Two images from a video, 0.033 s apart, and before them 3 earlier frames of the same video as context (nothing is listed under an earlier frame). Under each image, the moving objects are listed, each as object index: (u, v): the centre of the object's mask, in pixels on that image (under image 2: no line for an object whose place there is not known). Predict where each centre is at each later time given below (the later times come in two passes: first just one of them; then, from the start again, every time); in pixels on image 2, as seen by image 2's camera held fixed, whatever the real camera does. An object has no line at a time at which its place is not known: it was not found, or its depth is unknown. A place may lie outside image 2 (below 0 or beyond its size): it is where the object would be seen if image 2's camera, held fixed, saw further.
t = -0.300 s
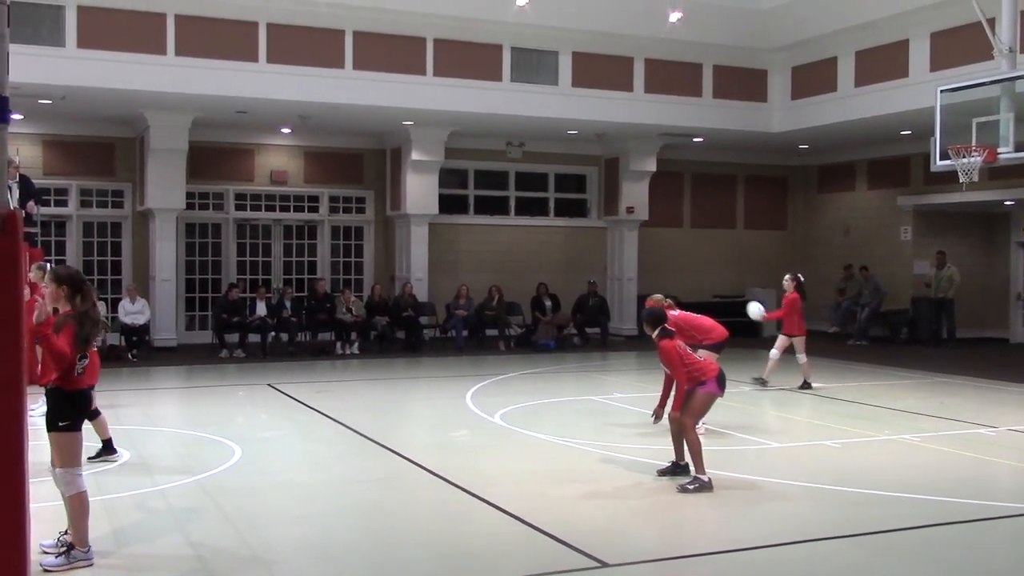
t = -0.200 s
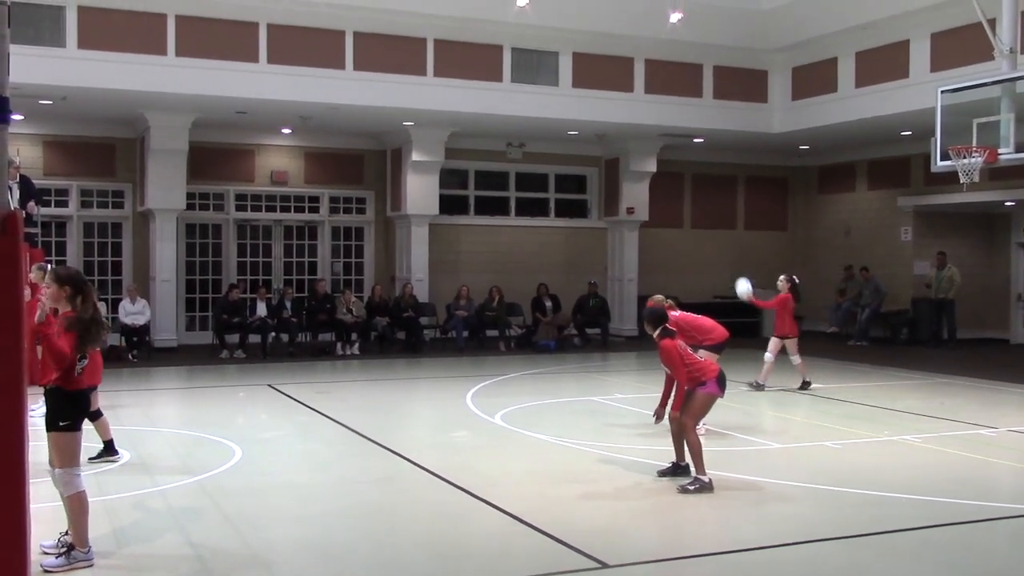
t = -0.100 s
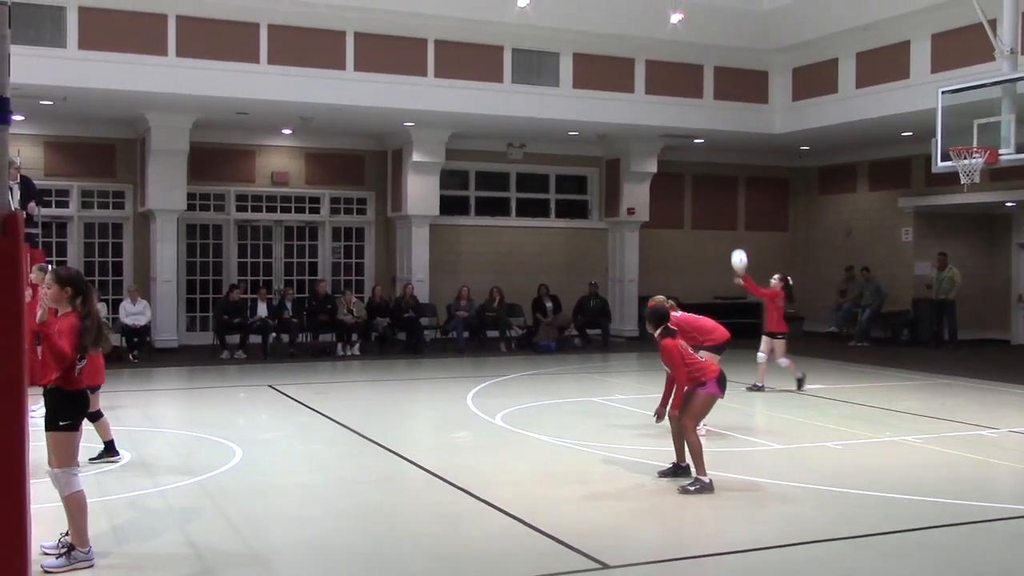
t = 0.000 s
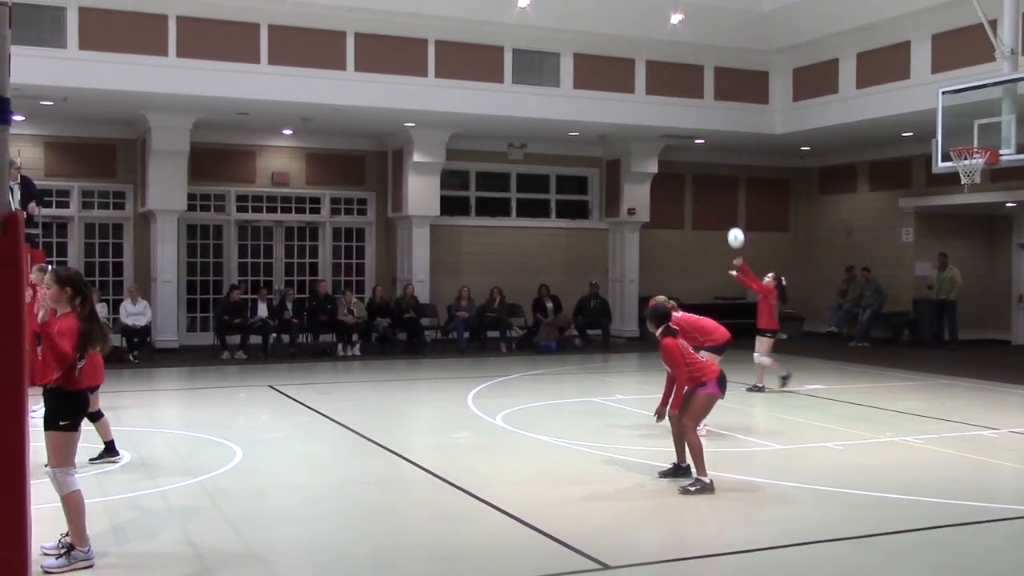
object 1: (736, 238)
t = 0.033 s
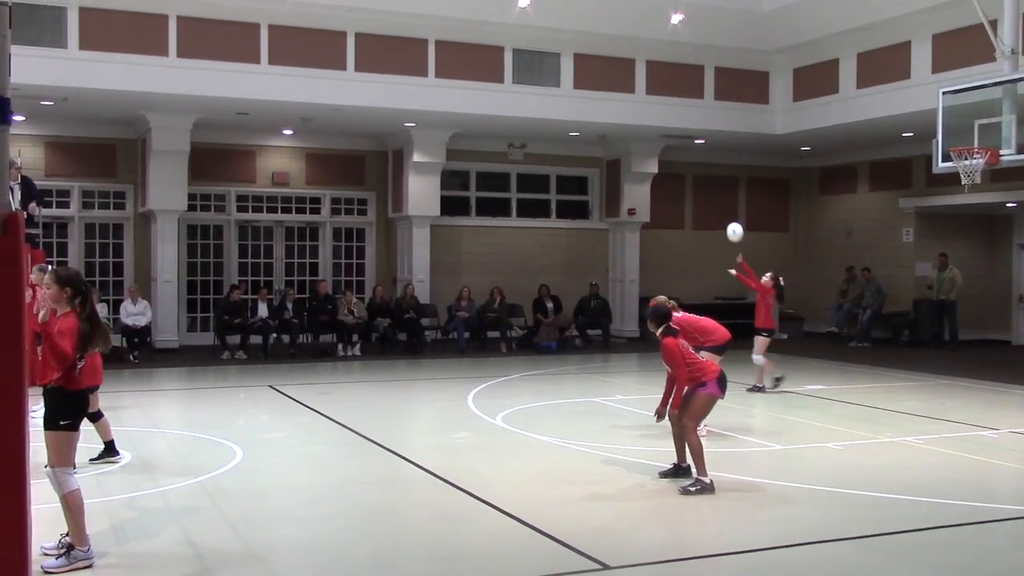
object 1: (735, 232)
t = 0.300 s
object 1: (724, 215)
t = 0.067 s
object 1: (733, 227)
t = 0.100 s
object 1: (732, 223)
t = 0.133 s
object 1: (731, 220)
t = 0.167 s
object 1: (729, 217)
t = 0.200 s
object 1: (728, 215)
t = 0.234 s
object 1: (727, 214)
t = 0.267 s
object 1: (726, 214)
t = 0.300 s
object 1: (724, 215)
